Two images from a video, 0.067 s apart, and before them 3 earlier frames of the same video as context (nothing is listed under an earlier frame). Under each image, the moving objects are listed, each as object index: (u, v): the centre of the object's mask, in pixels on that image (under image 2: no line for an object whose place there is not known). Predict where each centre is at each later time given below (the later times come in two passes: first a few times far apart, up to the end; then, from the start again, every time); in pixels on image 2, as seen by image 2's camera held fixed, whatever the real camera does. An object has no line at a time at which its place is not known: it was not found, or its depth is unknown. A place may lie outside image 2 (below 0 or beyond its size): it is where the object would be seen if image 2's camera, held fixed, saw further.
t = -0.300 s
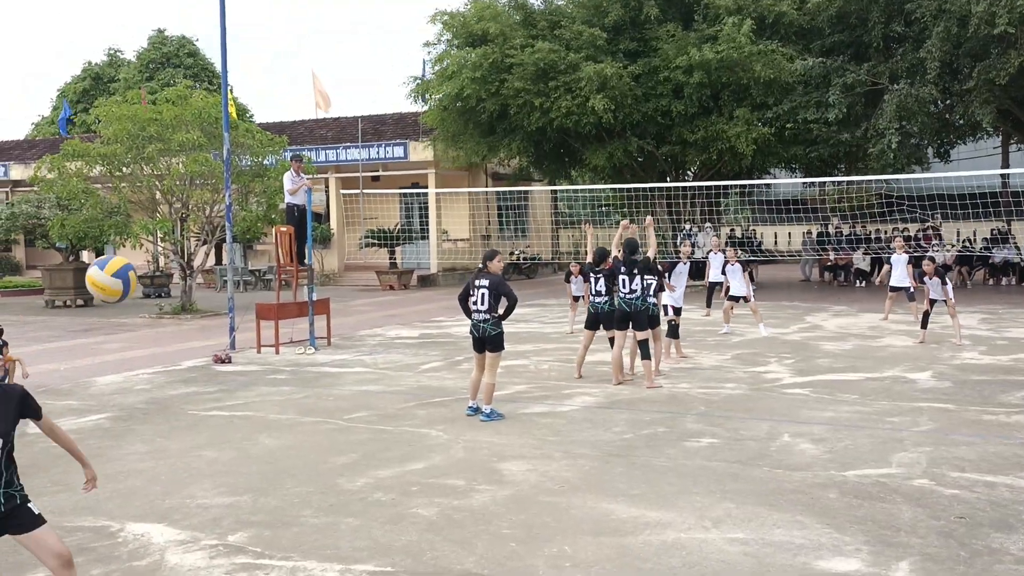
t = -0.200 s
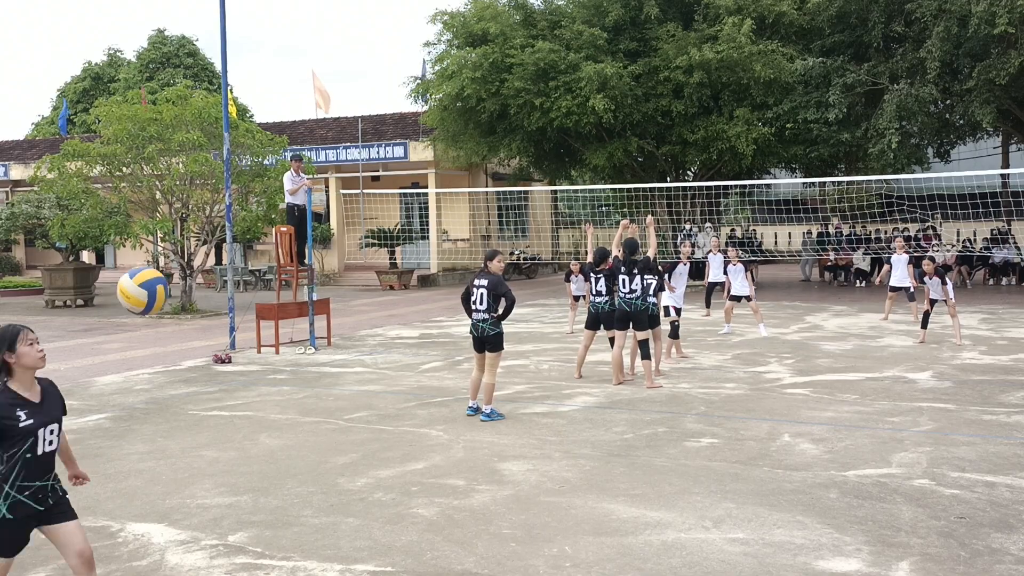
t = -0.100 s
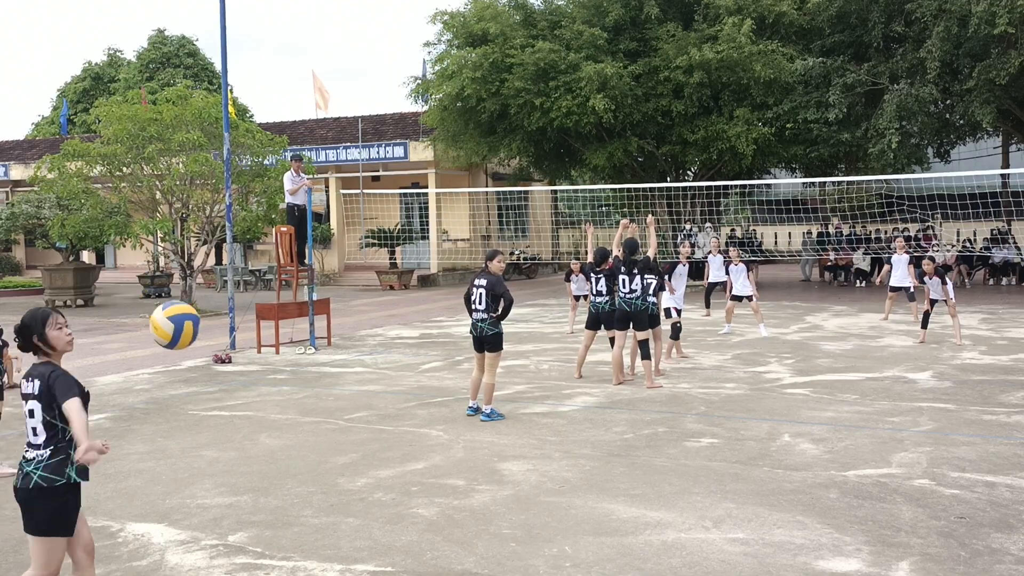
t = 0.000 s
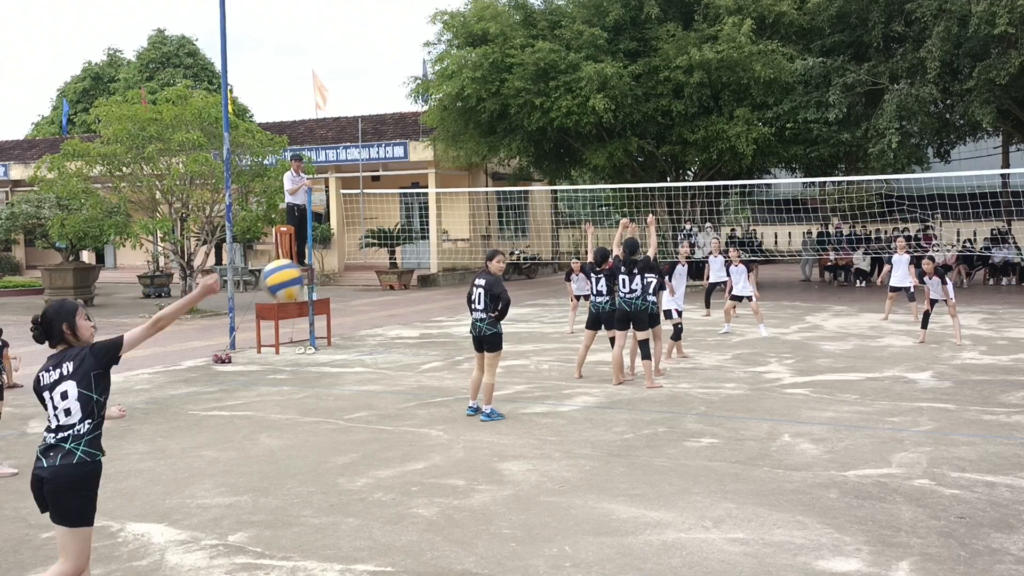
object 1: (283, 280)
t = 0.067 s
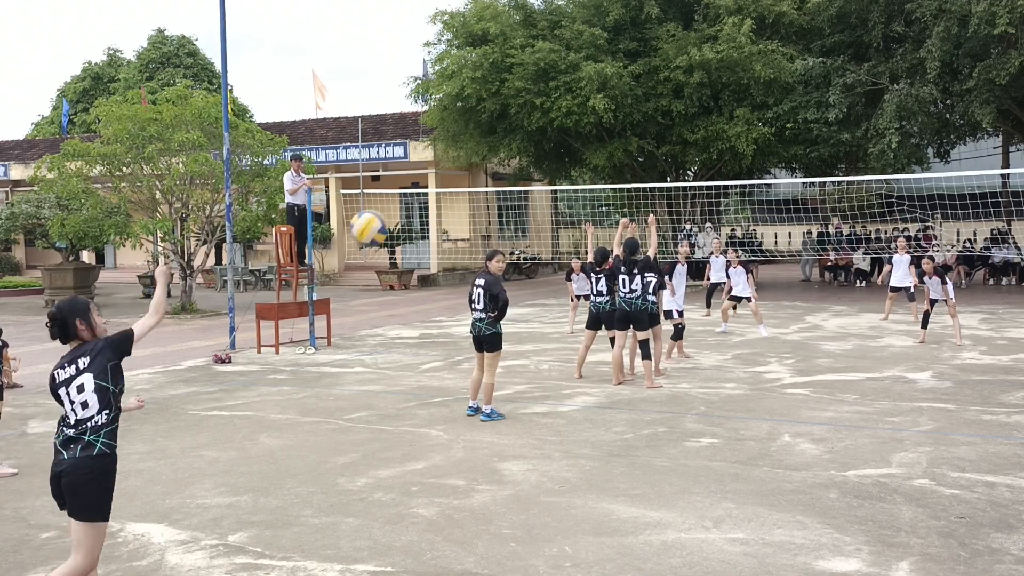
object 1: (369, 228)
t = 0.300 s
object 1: (548, 164)
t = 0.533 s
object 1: (636, 179)
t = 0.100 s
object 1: (405, 209)
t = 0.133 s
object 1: (435, 195)
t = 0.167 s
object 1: (463, 184)
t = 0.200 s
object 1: (488, 175)
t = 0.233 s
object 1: (510, 169)
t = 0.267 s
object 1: (530, 166)
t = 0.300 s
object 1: (548, 164)
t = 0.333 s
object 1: (565, 162)
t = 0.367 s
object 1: (579, 163)
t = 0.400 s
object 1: (593, 165)
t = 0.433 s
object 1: (605, 167)
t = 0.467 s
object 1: (616, 170)
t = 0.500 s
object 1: (627, 174)
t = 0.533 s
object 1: (636, 179)
